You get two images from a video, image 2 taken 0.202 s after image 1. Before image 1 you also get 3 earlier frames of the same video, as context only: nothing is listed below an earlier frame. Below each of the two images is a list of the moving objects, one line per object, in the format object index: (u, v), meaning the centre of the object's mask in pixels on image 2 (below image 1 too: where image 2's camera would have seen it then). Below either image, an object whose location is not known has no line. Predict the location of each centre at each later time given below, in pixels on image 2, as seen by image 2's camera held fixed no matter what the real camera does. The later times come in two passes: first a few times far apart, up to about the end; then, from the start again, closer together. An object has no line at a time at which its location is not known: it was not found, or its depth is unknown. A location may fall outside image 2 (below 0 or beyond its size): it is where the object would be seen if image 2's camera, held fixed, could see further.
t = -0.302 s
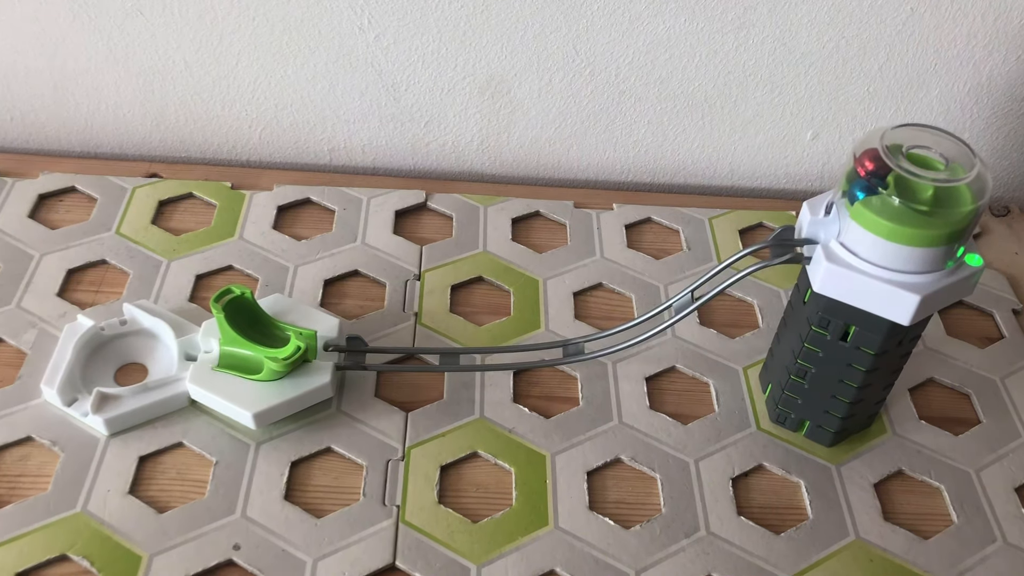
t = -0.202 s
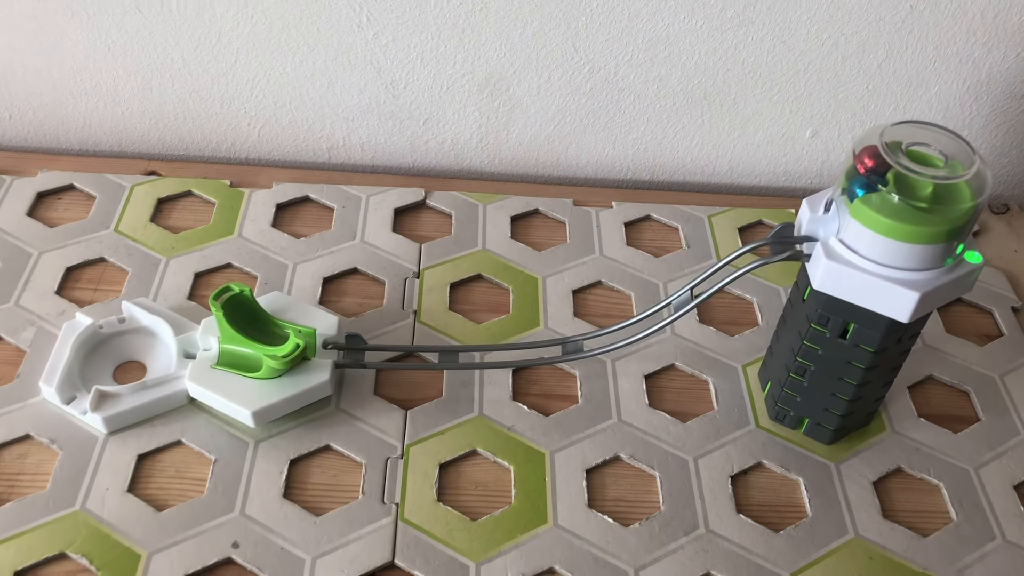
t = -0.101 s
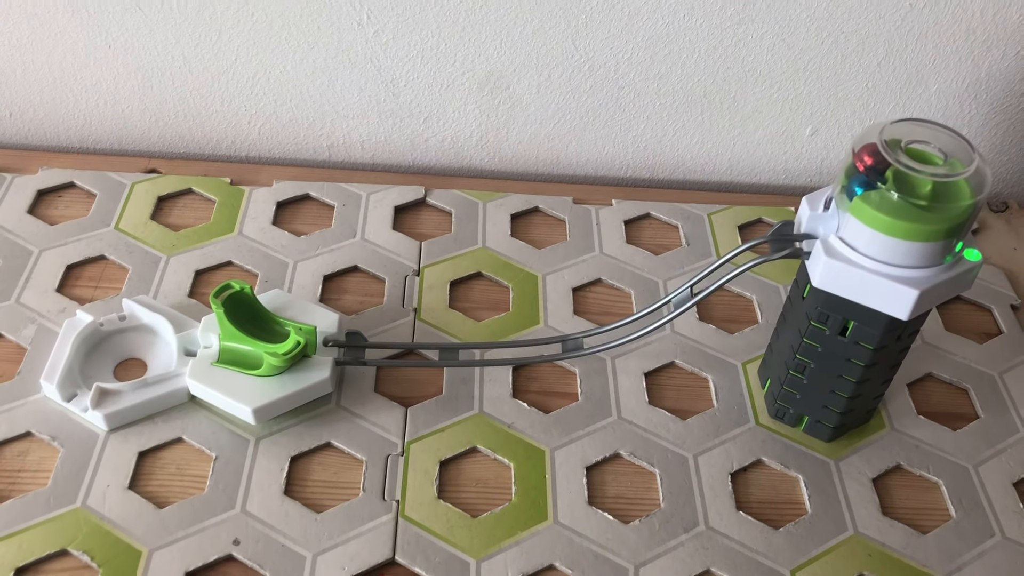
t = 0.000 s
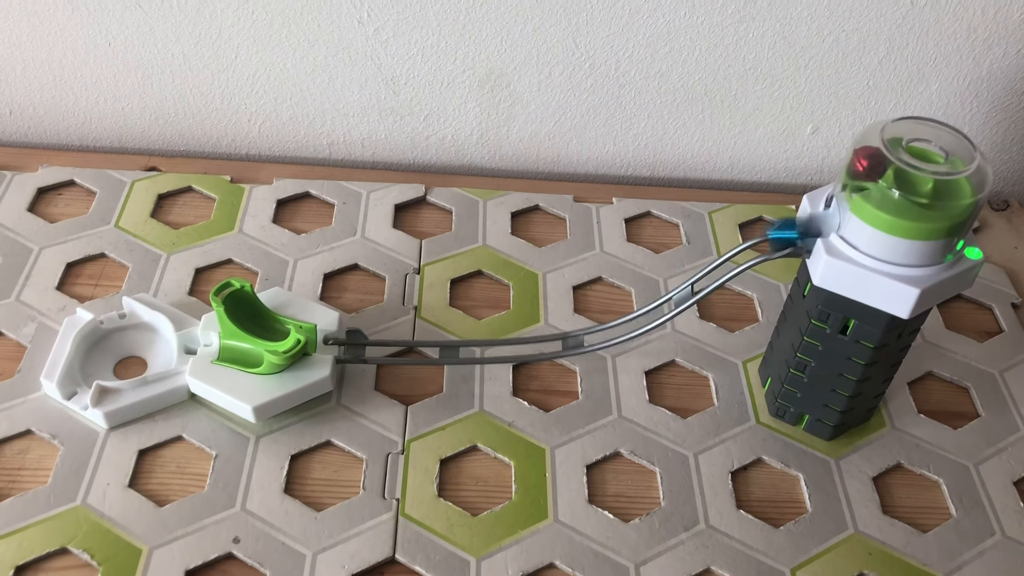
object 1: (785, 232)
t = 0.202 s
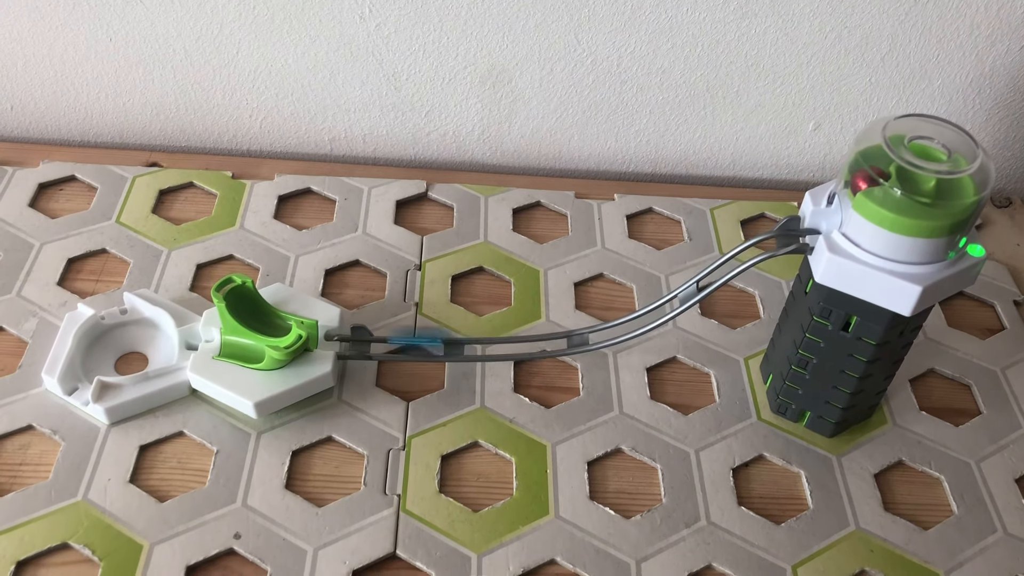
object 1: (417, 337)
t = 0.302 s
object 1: (240, 291)
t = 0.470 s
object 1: (188, 334)
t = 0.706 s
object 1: (138, 350)
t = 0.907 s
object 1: (137, 357)
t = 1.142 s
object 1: (123, 361)
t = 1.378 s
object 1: (129, 349)
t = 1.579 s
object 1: (121, 353)
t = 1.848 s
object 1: (120, 360)
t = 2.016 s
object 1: (130, 349)
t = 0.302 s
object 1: (240, 291)
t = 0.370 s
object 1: (209, 252)
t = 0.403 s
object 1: (200, 262)
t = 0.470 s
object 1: (188, 334)
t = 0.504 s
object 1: (141, 361)
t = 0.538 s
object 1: (92, 364)
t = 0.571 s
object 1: (87, 342)
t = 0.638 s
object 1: (110, 339)
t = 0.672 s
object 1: (128, 340)
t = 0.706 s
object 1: (138, 350)
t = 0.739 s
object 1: (129, 361)
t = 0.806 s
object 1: (112, 351)
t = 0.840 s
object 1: (117, 346)
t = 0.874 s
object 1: (131, 348)
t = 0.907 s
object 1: (137, 357)
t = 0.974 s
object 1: (119, 361)
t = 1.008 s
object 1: (118, 356)
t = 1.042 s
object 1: (131, 348)
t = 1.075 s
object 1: (140, 352)
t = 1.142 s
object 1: (123, 361)
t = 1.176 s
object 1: (121, 353)
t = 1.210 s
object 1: (131, 347)
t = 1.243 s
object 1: (137, 353)
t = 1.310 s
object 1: (121, 360)
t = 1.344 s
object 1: (121, 354)
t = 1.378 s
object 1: (129, 349)
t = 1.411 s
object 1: (136, 351)
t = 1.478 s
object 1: (130, 361)
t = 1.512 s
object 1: (123, 361)
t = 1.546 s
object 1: (119, 358)
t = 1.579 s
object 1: (121, 353)
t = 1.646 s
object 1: (133, 350)
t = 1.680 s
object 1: (136, 353)
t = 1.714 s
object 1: (136, 357)
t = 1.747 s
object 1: (133, 359)
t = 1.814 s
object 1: (123, 361)
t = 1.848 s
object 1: (120, 360)
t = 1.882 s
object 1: (119, 357)
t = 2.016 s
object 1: (130, 349)
